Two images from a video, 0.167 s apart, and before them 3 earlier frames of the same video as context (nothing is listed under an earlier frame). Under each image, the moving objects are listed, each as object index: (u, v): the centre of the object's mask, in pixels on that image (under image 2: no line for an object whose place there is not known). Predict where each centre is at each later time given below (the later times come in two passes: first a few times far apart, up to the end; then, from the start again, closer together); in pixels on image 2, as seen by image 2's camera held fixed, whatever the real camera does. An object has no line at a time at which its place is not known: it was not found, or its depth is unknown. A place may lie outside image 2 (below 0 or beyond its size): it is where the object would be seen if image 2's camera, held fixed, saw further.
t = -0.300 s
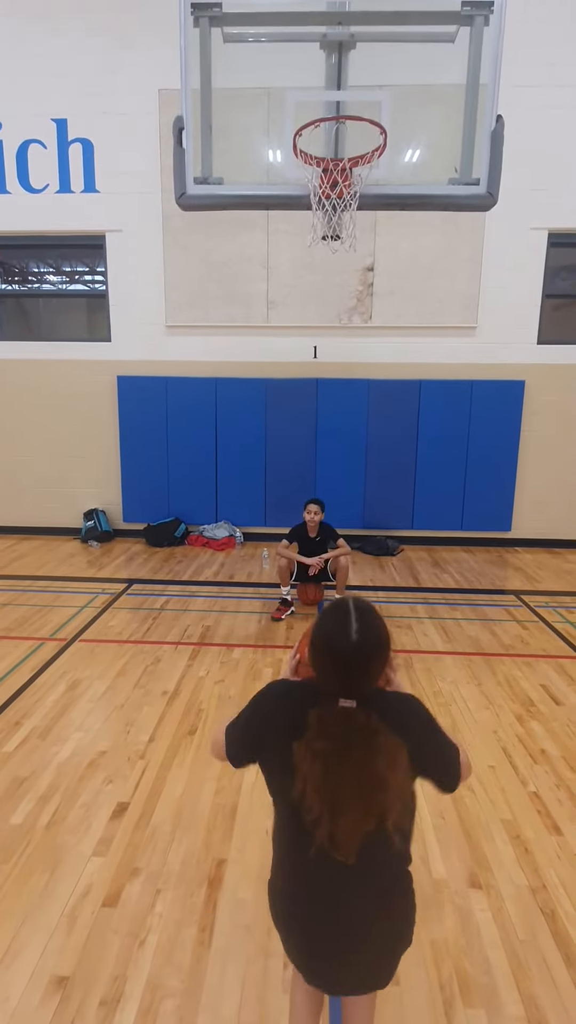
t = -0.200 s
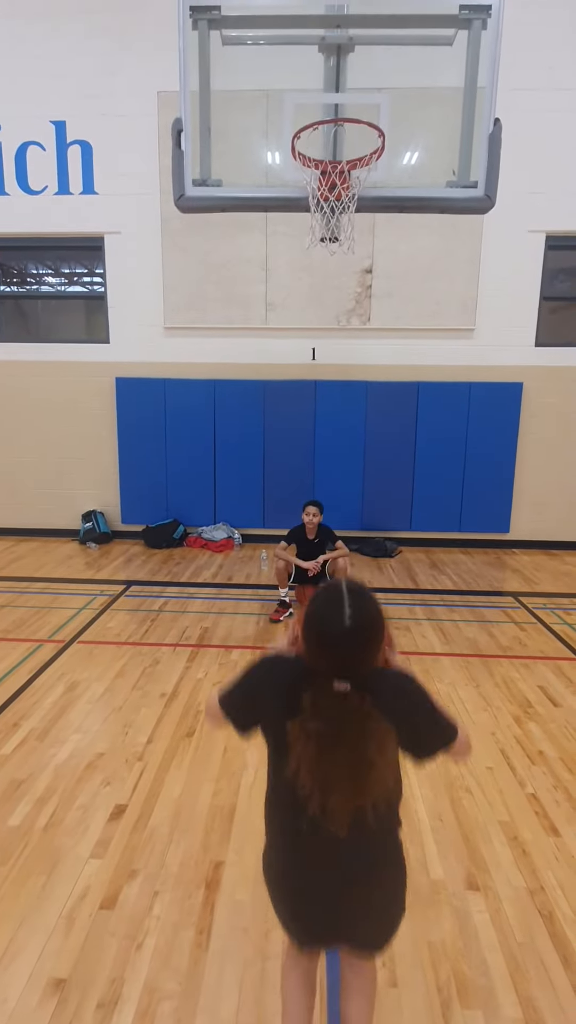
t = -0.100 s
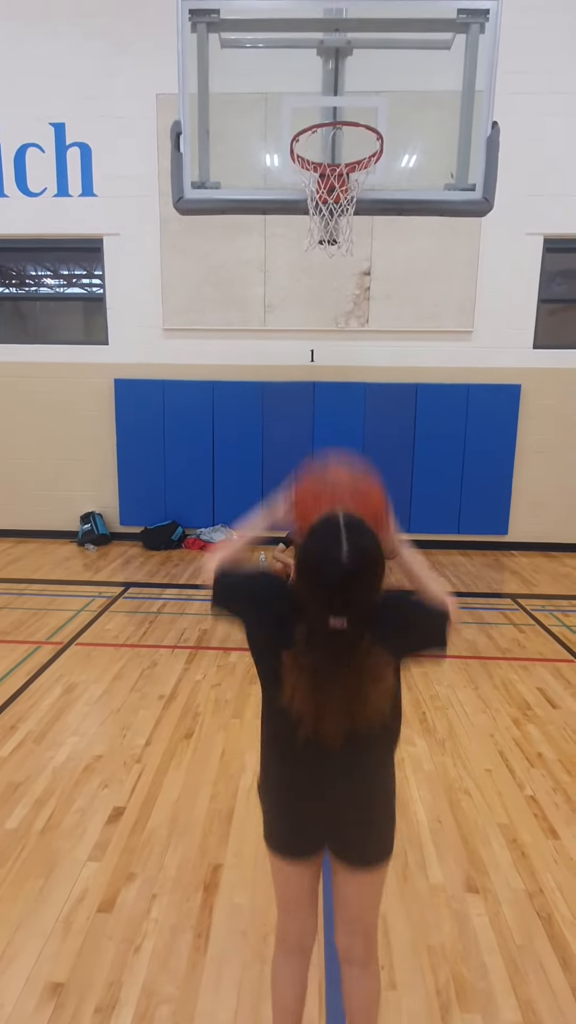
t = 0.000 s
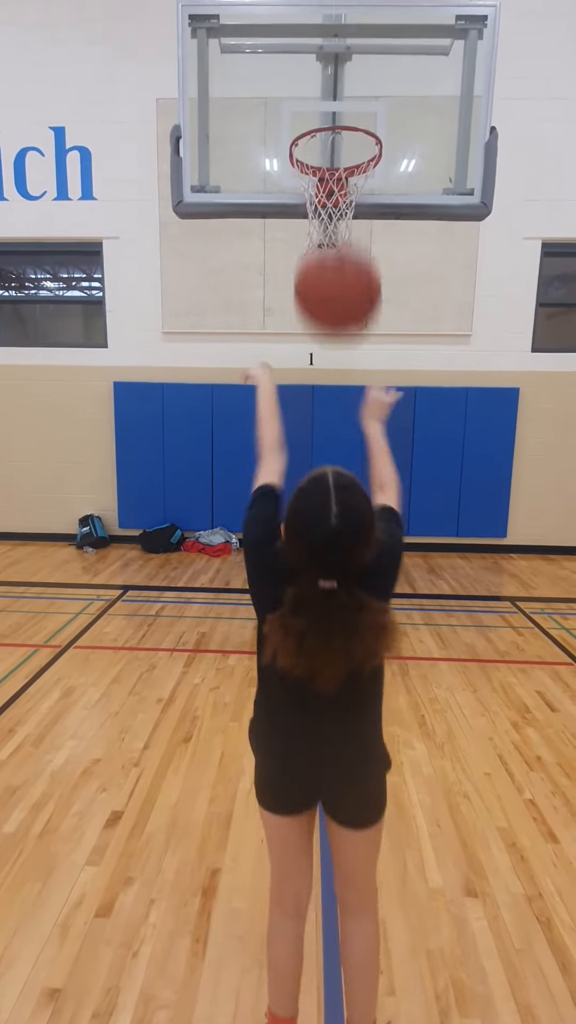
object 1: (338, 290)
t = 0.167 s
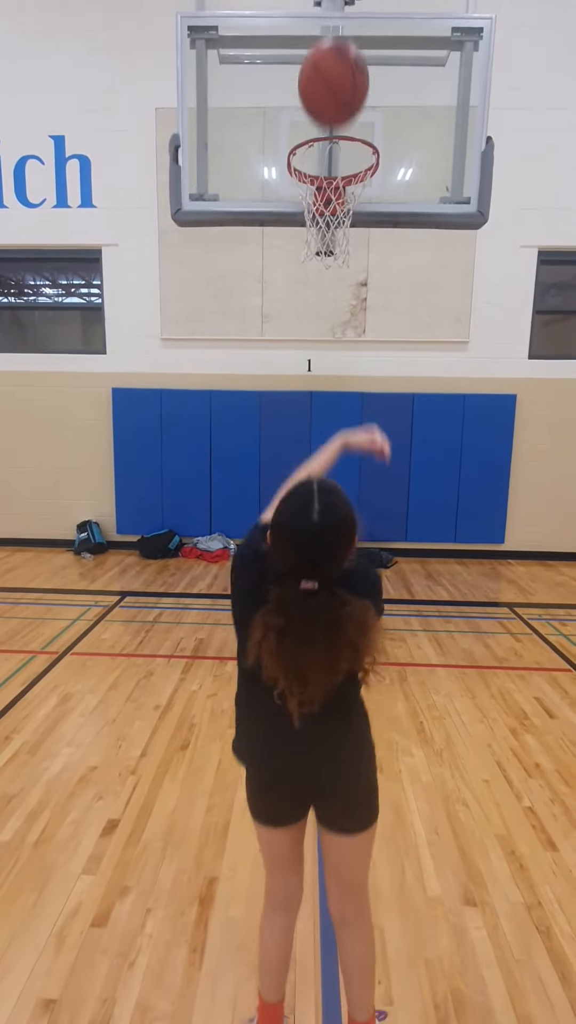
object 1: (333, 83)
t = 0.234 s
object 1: (332, 44)
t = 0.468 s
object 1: (326, 32)
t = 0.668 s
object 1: (320, 112)
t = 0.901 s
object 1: (322, 168)
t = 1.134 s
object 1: (345, 304)
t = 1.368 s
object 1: (359, 504)
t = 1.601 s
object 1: (377, 611)
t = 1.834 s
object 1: (400, 473)
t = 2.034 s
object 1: (417, 419)
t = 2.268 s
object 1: (432, 431)
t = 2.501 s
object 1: (440, 515)
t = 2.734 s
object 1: (447, 614)
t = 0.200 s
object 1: (333, 62)
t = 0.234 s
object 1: (332, 44)
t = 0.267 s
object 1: (331, 33)
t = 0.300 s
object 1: (330, 26)
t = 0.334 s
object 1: (329, 21)
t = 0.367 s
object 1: (329, 20)
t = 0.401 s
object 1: (328, 21)
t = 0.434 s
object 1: (327, 26)
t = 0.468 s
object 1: (326, 32)
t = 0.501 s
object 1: (324, 42)
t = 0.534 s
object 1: (324, 53)
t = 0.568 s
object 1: (323, 65)
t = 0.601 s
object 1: (322, 80)
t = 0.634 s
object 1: (321, 94)
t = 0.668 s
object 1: (320, 112)
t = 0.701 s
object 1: (320, 128)
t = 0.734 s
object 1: (319, 130)
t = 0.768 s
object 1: (319, 134)
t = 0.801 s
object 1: (320, 139)
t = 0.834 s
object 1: (320, 146)
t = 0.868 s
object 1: (320, 159)
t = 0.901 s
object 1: (322, 168)
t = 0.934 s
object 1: (326, 186)
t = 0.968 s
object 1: (329, 202)
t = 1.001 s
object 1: (332, 218)
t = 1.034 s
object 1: (338, 237)
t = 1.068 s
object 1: (339, 261)
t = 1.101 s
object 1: (341, 281)
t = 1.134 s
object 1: (345, 304)
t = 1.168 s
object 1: (347, 329)
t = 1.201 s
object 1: (349, 356)
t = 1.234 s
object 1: (351, 385)
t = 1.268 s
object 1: (354, 413)
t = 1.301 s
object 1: (356, 441)
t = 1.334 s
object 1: (358, 472)
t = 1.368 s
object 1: (359, 504)
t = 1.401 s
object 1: (362, 536)
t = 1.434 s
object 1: (365, 566)
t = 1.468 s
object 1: (365, 601)
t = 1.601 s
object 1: (377, 611)
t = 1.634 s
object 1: (380, 587)
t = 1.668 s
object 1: (383, 565)
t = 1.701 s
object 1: (387, 544)
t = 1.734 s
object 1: (390, 523)
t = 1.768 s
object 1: (394, 506)
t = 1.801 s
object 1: (397, 488)
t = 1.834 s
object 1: (400, 473)
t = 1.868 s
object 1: (403, 460)
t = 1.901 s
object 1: (406, 448)
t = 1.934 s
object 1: (410, 438)
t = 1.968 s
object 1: (412, 430)
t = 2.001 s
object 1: (415, 423)
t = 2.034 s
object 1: (417, 419)
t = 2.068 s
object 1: (420, 415)
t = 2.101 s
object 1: (422, 414)
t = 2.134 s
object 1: (424, 414)
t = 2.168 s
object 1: (426, 416)
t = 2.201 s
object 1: (428, 419)
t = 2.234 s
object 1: (430, 424)
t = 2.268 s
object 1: (432, 431)
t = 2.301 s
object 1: (433, 438)
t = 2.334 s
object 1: (435, 448)
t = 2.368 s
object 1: (436, 459)
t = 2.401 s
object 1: (438, 471)
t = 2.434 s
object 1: (439, 484)
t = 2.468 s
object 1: (440, 499)
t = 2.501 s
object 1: (440, 515)
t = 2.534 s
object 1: (441, 532)
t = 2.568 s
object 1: (442, 550)
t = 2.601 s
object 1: (442, 568)
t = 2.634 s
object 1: (442, 590)
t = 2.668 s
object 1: (443, 611)
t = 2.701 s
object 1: (443, 632)
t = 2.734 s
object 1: (447, 614)
